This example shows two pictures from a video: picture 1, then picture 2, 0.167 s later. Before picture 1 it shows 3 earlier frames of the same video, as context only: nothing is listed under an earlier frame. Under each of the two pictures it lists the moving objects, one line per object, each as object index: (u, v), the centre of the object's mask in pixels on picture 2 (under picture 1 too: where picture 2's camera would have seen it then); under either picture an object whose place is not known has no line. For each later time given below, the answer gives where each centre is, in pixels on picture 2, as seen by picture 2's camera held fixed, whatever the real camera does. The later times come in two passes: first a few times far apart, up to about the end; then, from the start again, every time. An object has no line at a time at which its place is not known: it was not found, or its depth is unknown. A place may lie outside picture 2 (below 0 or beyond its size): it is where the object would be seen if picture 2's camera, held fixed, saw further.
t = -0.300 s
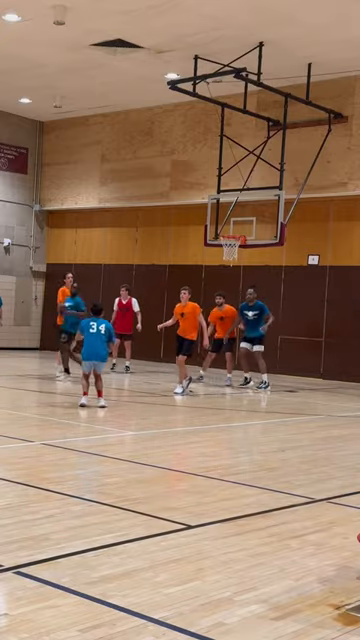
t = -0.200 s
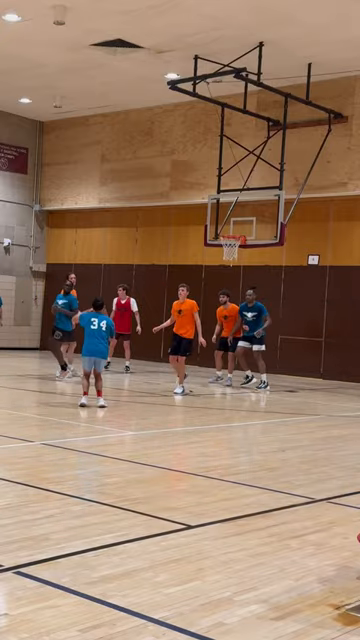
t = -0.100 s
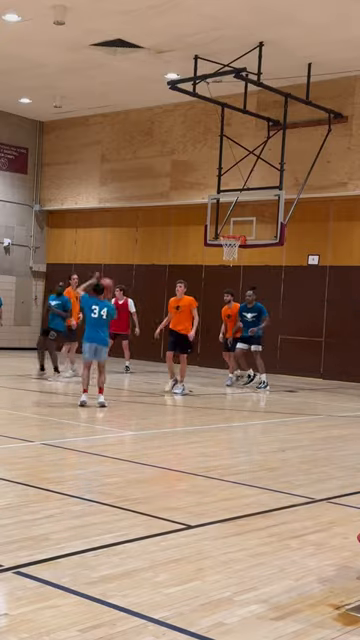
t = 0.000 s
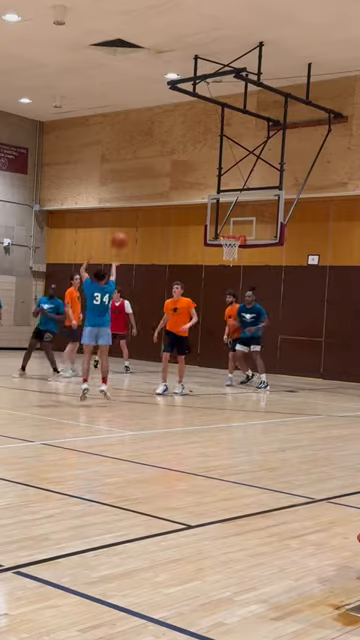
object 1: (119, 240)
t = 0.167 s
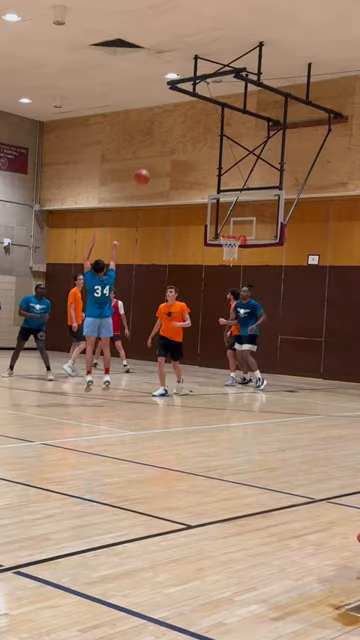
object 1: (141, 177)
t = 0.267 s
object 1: (154, 149)
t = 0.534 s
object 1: (180, 116)
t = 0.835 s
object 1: (205, 124)
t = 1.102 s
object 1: (222, 167)
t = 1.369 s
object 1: (234, 234)
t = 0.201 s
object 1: (146, 166)
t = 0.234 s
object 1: (150, 158)
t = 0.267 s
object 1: (154, 149)
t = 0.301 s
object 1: (158, 142)
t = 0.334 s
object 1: (162, 136)
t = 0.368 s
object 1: (166, 130)
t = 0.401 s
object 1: (169, 126)
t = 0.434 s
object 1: (173, 122)
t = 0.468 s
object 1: (176, 118)
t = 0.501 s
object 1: (179, 116)
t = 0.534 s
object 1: (180, 116)
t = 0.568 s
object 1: (183, 115)
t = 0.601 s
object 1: (186, 114)
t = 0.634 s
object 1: (189, 114)
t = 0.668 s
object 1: (192, 113)
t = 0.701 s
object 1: (195, 114)
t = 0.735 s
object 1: (198, 116)
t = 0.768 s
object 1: (200, 118)
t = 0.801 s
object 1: (202, 121)
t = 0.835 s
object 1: (205, 124)
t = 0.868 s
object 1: (207, 128)
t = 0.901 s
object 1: (210, 132)
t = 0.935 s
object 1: (212, 137)
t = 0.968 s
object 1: (213, 142)
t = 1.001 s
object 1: (216, 148)
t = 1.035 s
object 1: (218, 154)
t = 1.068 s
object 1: (220, 161)
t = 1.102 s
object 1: (222, 167)
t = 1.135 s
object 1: (224, 175)
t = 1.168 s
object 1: (226, 182)
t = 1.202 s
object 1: (227, 191)
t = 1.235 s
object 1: (229, 199)
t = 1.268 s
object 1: (230, 208)
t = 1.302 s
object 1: (233, 218)
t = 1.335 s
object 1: (233, 227)
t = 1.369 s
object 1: (234, 234)
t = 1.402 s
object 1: (229, 237)
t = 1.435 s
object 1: (228, 241)
